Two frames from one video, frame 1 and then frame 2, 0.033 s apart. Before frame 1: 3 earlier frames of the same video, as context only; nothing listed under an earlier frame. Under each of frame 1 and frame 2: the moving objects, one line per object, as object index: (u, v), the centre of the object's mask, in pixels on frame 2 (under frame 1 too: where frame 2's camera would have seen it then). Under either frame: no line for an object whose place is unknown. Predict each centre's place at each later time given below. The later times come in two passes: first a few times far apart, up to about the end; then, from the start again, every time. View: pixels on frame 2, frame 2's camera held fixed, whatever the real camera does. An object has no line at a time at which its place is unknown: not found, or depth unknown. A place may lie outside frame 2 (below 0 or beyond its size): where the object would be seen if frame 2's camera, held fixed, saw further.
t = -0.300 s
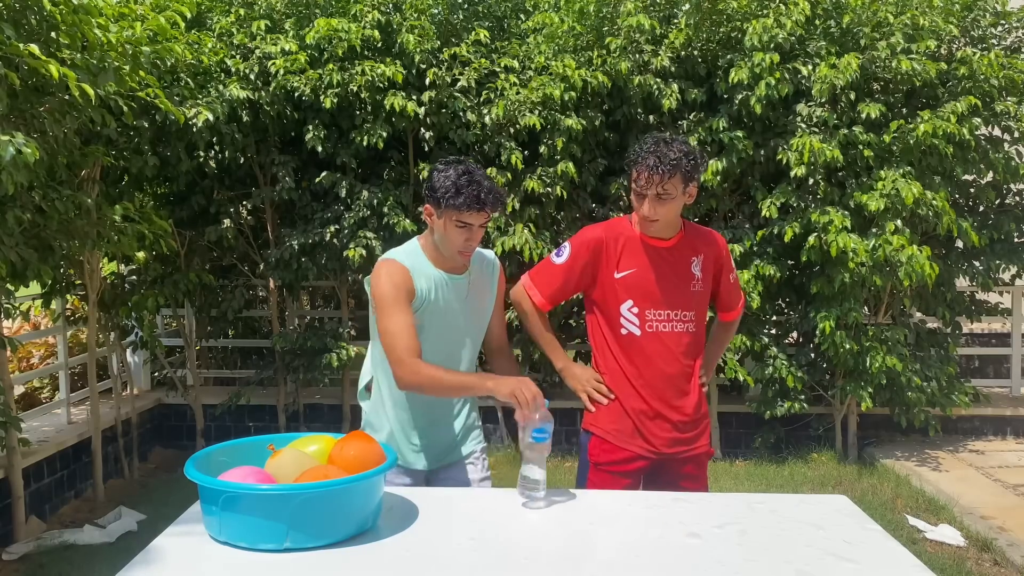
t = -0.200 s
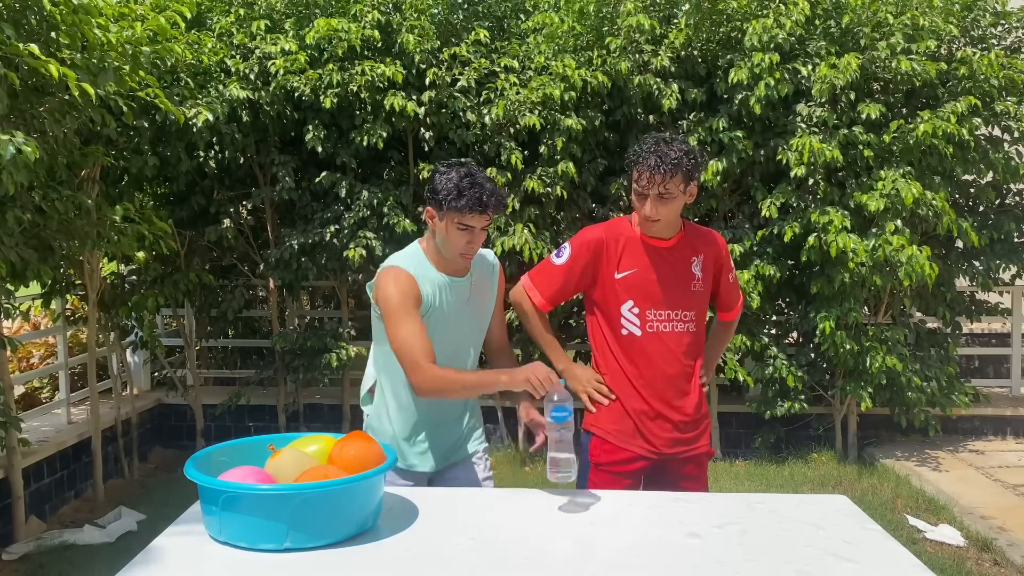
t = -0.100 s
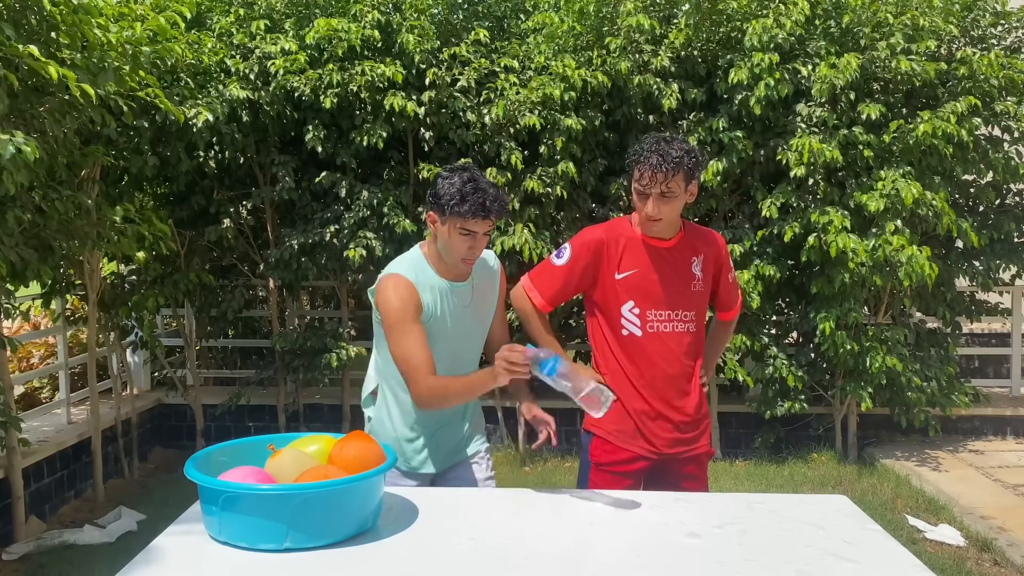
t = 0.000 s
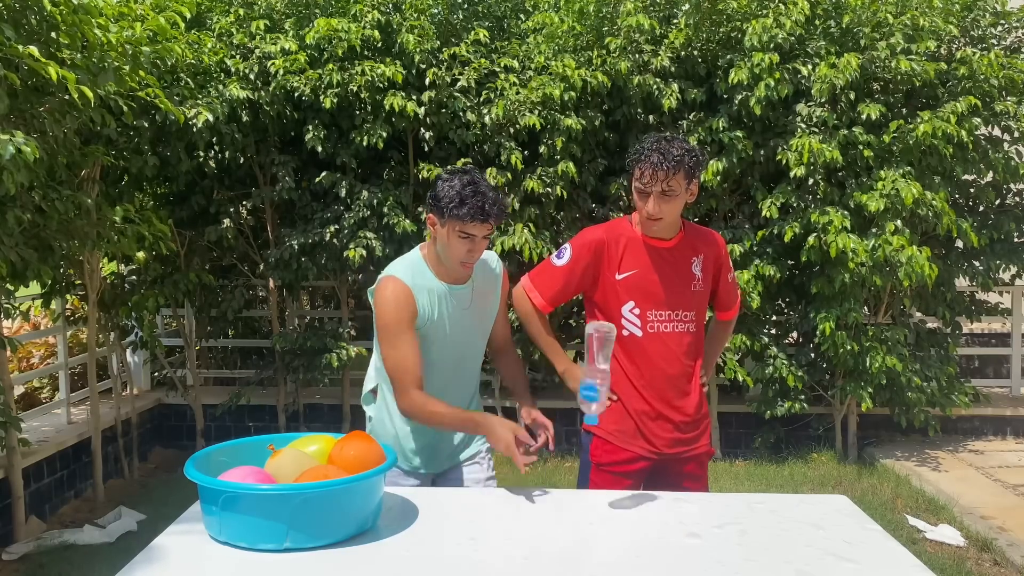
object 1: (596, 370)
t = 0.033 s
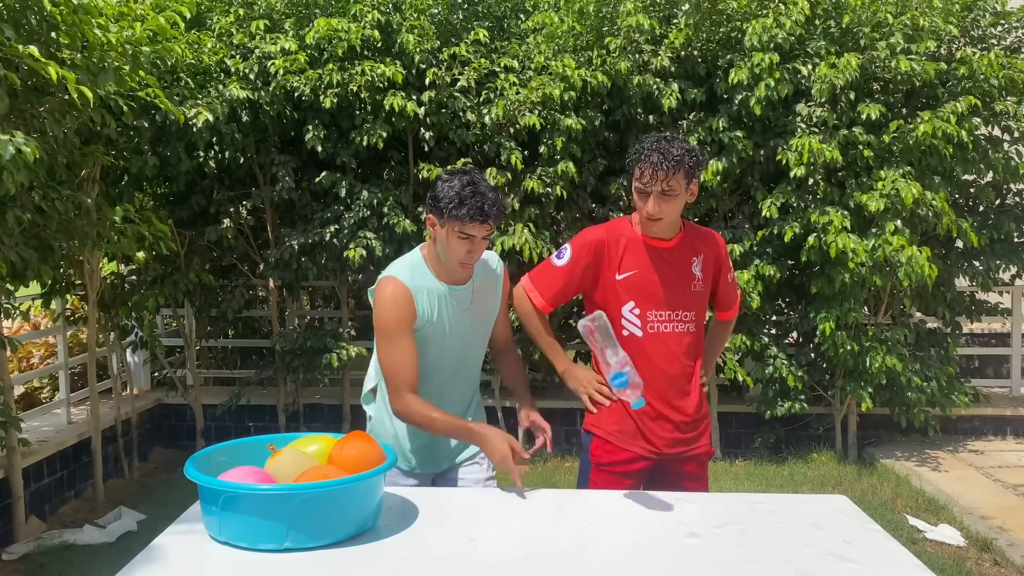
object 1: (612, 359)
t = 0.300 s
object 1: (630, 451)
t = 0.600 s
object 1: (626, 479)
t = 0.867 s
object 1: (626, 479)
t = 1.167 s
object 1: (627, 479)
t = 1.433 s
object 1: (627, 479)
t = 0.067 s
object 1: (620, 346)
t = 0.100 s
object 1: (622, 339)
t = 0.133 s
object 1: (622, 343)
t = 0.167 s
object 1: (623, 353)
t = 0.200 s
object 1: (625, 370)
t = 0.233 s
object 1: (626, 392)
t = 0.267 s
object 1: (628, 419)
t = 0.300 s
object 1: (630, 451)
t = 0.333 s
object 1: (632, 481)
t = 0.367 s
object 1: (632, 480)
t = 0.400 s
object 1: (629, 479)
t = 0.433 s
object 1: (627, 479)
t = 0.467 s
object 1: (627, 479)
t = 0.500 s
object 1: (626, 479)
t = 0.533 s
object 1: (627, 479)
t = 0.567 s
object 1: (626, 479)
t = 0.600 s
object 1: (626, 479)
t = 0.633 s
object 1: (626, 479)
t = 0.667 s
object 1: (626, 479)
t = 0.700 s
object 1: (626, 479)
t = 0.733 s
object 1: (626, 479)
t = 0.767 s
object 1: (626, 479)
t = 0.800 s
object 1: (626, 479)
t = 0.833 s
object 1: (626, 479)
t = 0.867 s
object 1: (626, 479)
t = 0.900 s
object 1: (626, 479)
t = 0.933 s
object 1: (626, 479)
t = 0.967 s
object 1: (626, 479)
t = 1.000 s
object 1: (626, 479)
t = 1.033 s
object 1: (626, 479)
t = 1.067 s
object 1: (626, 479)
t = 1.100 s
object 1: (627, 479)
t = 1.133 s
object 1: (627, 479)
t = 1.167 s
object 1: (627, 479)
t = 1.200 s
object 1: (627, 479)
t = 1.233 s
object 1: (627, 480)
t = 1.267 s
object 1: (627, 479)
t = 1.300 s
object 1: (627, 480)
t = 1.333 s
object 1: (627, 480)
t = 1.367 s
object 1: (627, 480)
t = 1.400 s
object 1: (627, 480)
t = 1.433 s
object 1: (627, 479)
